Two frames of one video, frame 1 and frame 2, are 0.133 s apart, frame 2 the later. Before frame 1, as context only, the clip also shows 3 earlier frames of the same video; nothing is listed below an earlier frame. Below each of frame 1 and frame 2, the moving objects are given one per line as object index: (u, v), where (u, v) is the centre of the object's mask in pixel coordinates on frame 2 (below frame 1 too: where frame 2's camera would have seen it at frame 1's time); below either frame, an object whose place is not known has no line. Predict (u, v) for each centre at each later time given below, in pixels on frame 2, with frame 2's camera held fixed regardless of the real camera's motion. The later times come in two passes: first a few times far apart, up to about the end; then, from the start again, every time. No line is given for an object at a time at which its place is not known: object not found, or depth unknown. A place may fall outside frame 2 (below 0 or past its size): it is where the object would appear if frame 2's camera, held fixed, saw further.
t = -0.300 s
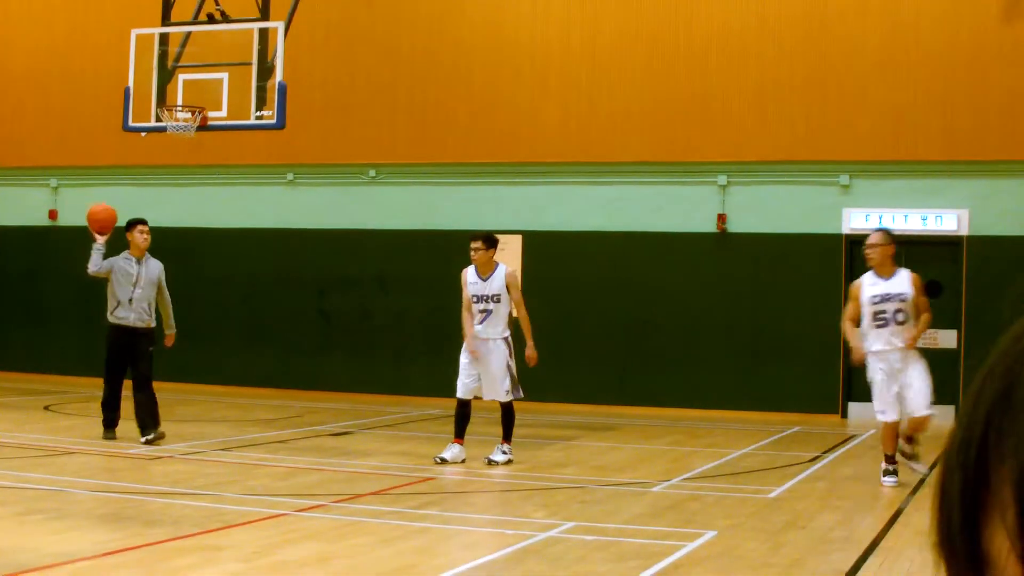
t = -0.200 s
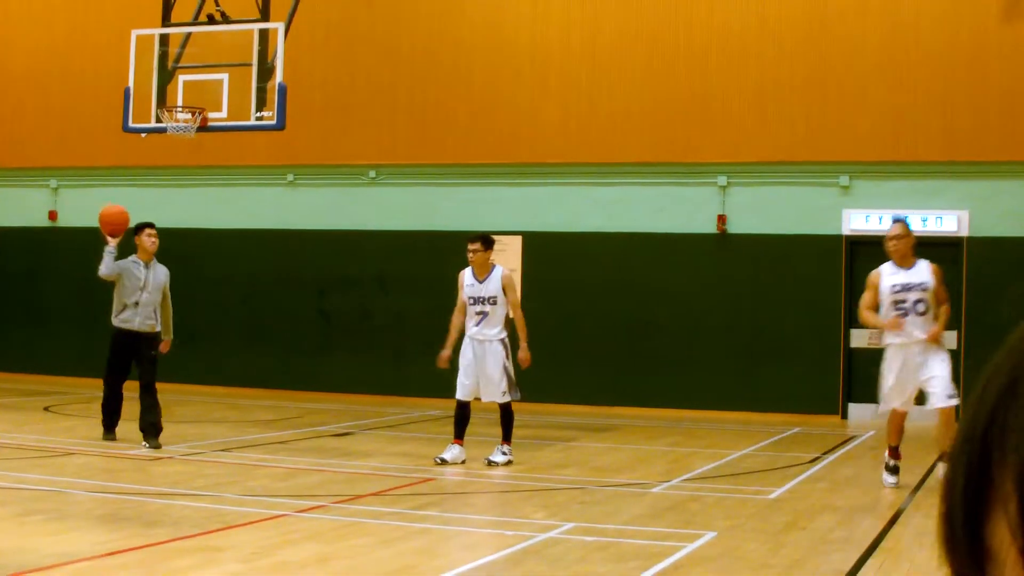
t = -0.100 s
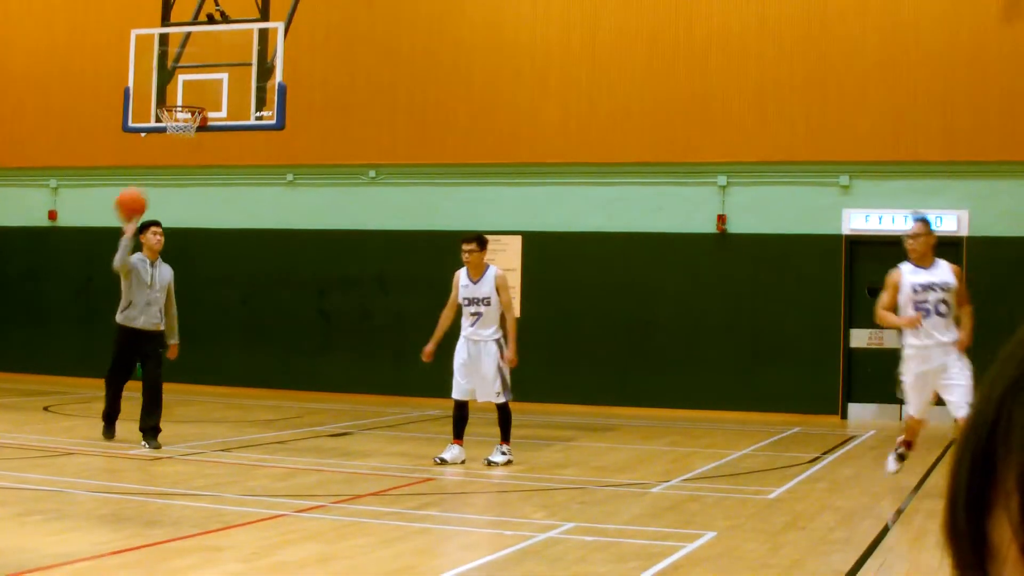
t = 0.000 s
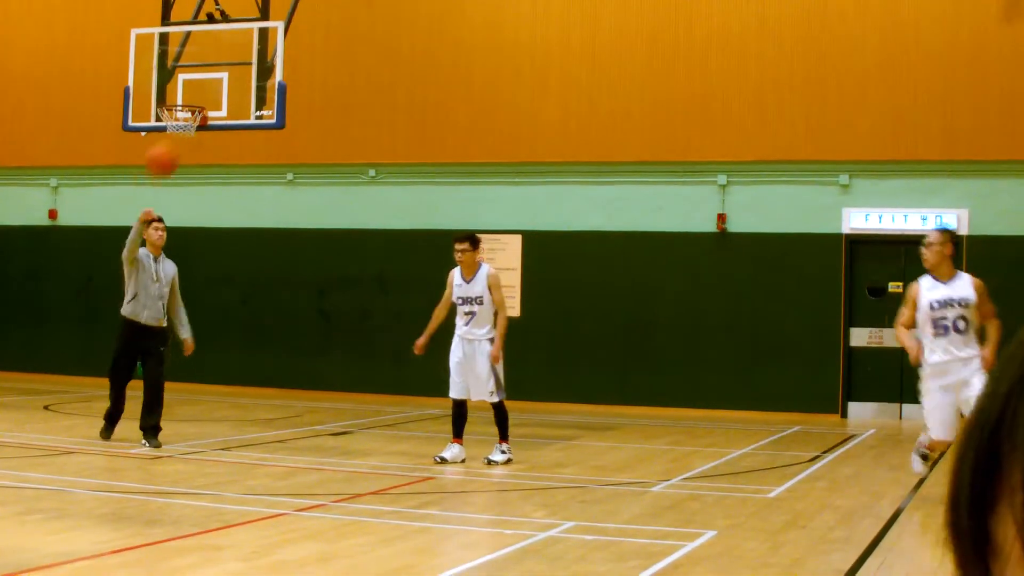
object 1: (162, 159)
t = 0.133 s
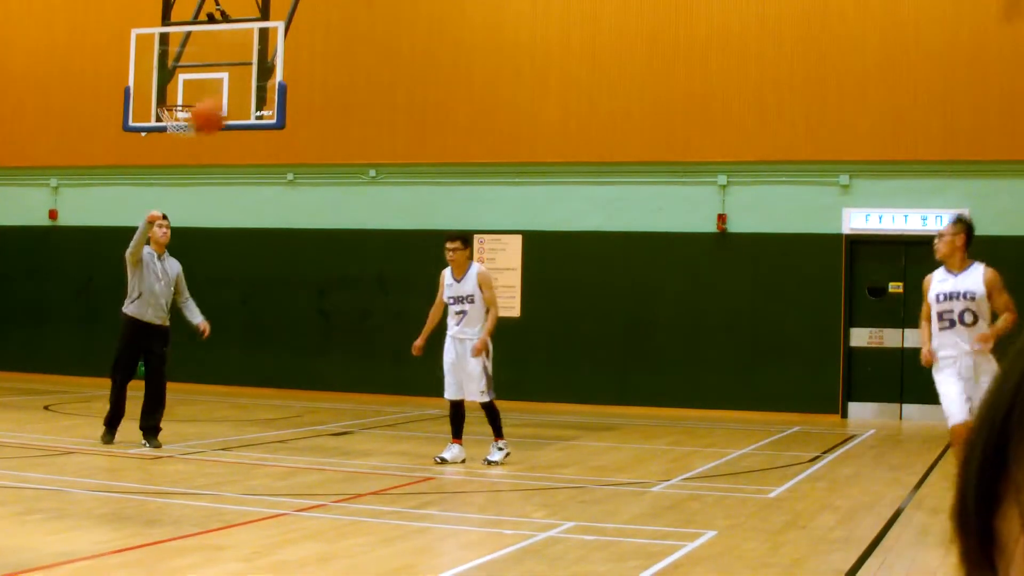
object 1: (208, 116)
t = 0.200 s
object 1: (233, 102)
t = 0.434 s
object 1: (330, 95)
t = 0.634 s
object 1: (432, 165)
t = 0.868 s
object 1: (588, 380)
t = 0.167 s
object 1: (220, 108)
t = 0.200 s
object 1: (233, 102)
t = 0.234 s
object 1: (246, 96)
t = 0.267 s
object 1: (259, 91)
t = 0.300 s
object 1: (272, 90)
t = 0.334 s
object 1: (286, 88)
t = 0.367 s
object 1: (301, 88)
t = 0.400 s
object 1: (313, 91)
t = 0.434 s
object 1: (330, 95)
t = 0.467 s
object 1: (345, 100)
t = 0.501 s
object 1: (362, 109)
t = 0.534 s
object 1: (378, 119)
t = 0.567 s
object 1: (396, 132)
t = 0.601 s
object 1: (414, 148)
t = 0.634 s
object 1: (432, 165)
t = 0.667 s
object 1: (451, 186)
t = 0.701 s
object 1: (470, 212)
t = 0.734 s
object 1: (489, 237)
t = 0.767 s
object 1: (519, 277)
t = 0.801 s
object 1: (541, 309)
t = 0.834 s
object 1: (562, 344)
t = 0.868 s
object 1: (588, 380)
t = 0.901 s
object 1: (621, 429)
